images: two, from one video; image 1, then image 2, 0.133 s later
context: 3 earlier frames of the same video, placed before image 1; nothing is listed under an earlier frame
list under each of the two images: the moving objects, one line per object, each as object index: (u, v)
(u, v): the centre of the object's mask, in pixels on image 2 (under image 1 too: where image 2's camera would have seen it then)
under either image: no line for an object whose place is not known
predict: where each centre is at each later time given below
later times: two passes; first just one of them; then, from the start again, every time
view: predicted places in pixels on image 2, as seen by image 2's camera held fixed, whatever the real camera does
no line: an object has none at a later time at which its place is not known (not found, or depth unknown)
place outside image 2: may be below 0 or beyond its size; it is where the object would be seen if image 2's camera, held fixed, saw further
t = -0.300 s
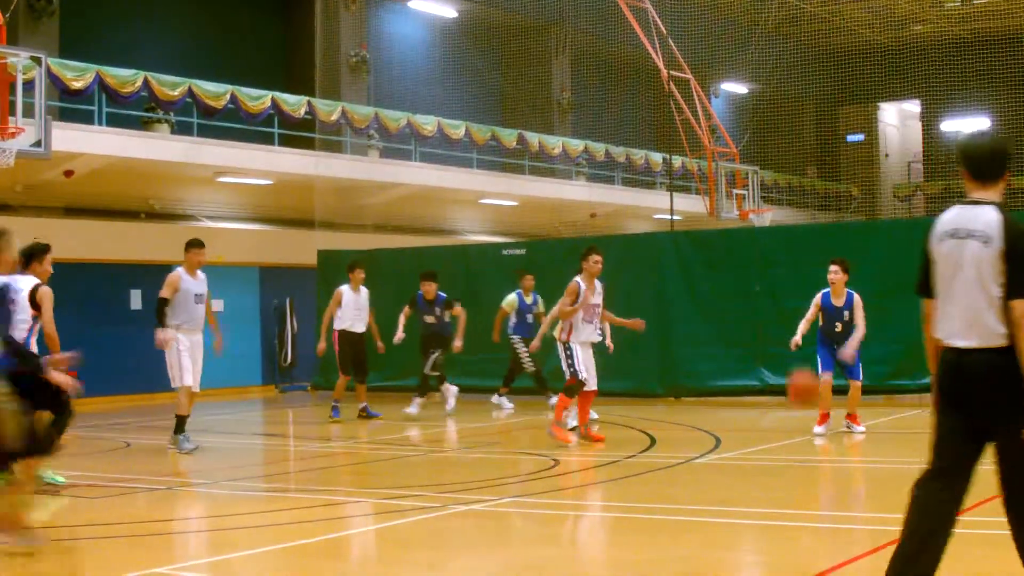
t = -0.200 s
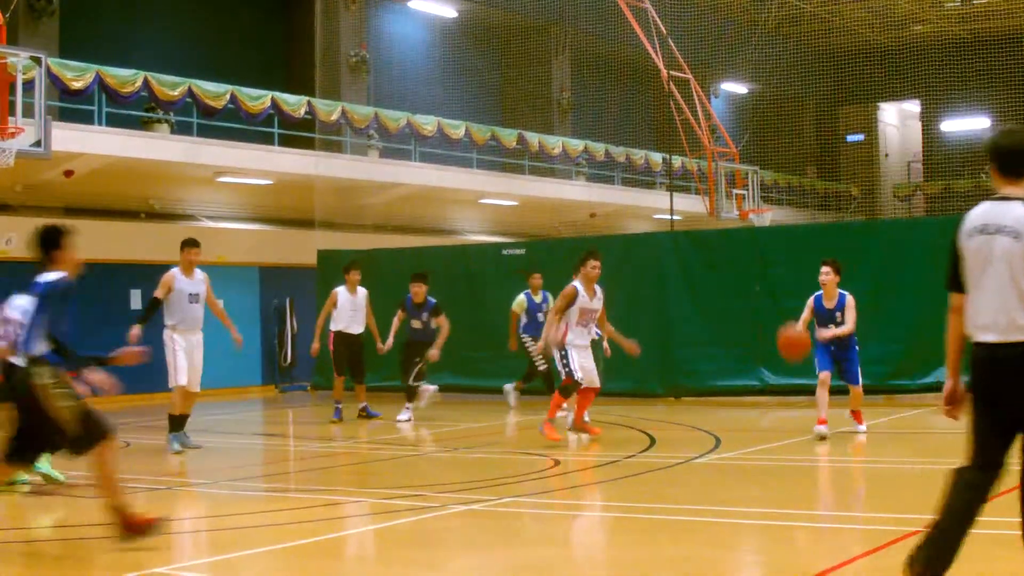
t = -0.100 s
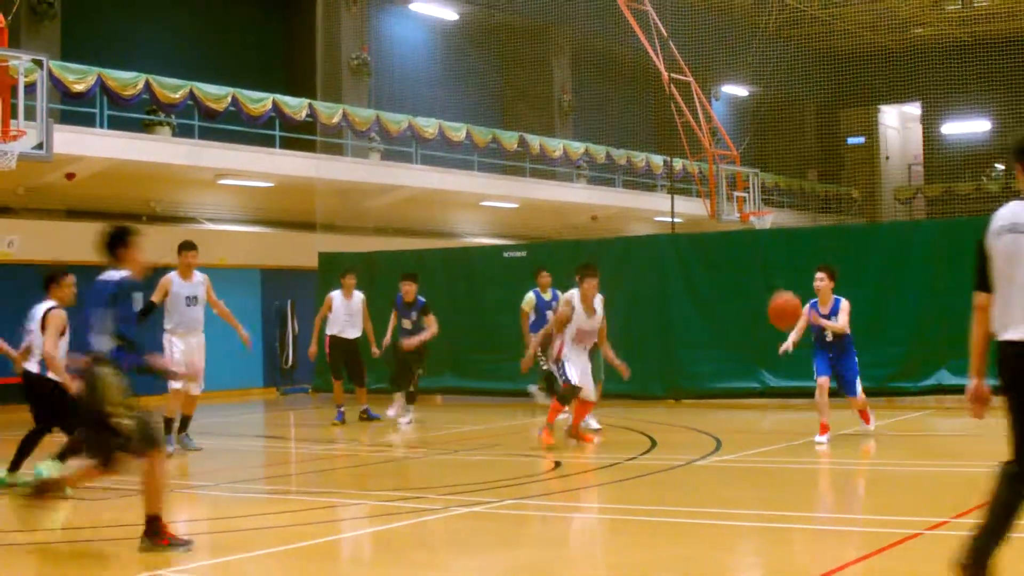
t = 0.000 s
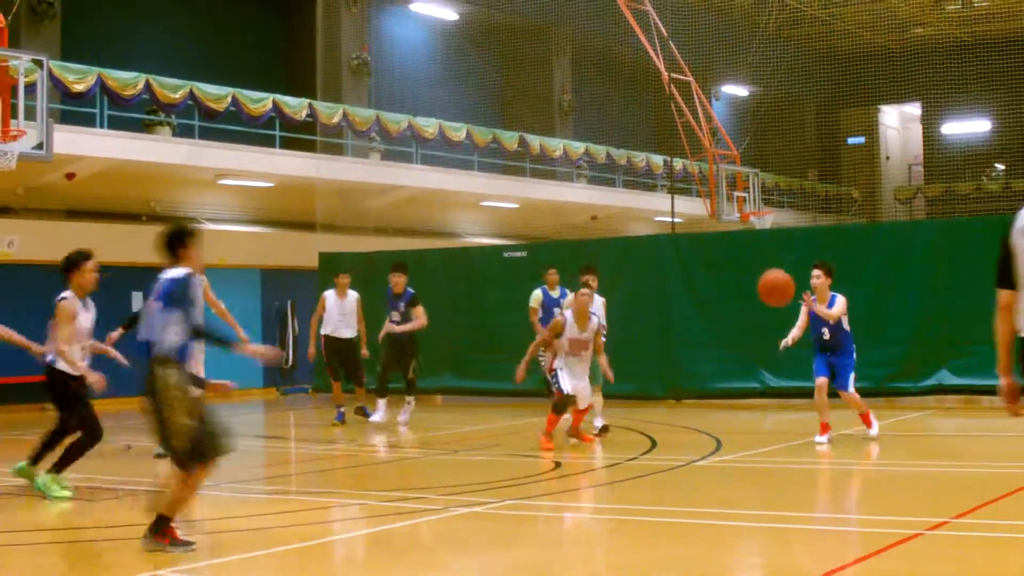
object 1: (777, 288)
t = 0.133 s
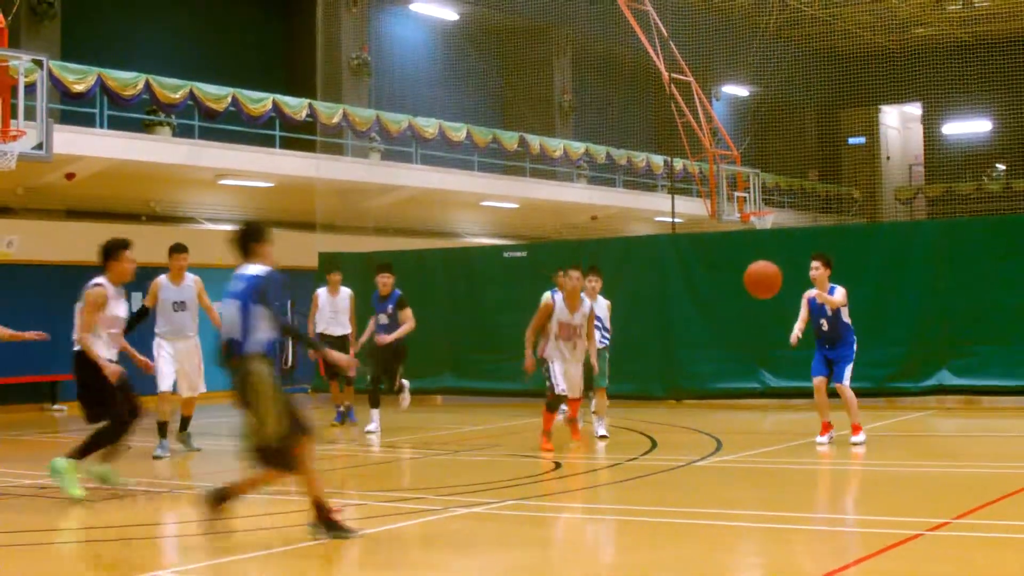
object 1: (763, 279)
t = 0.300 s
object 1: (746, 306)
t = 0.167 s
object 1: (759, 281)
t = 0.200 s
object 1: (756, 285)
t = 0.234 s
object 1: (753, 290)
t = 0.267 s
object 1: (749, 297)
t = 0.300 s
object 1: (746, 306)
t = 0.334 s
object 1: (742, 319)
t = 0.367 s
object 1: (739, 333)
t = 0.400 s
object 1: (736, 348)
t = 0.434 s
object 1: (732, 365)
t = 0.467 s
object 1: (729, 385)
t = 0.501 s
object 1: (726, 408)
